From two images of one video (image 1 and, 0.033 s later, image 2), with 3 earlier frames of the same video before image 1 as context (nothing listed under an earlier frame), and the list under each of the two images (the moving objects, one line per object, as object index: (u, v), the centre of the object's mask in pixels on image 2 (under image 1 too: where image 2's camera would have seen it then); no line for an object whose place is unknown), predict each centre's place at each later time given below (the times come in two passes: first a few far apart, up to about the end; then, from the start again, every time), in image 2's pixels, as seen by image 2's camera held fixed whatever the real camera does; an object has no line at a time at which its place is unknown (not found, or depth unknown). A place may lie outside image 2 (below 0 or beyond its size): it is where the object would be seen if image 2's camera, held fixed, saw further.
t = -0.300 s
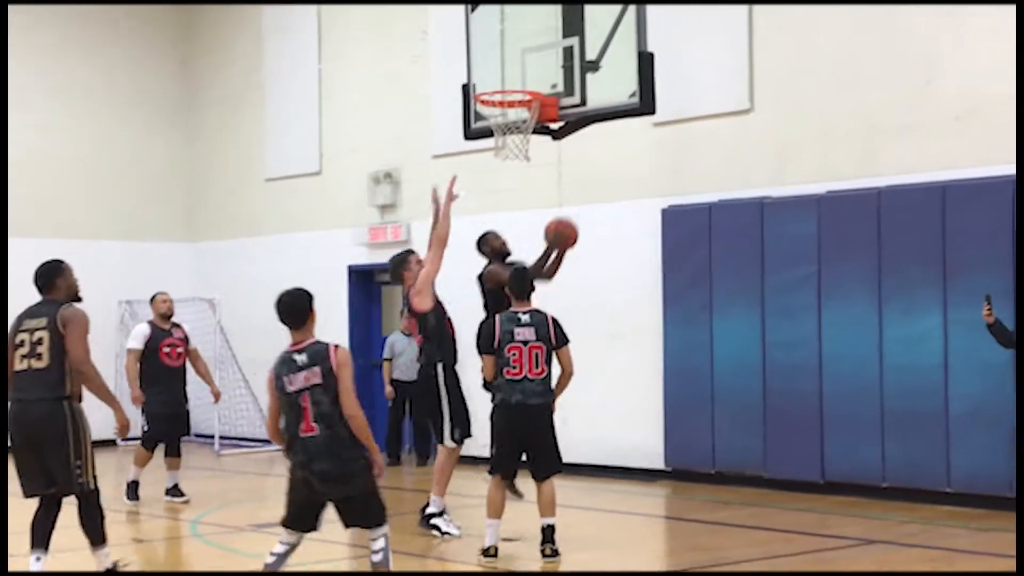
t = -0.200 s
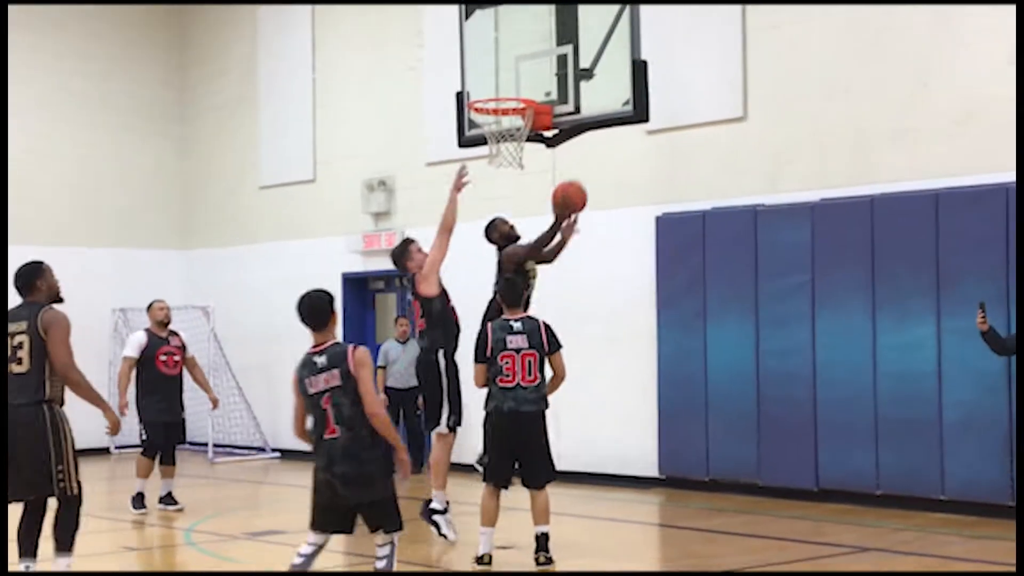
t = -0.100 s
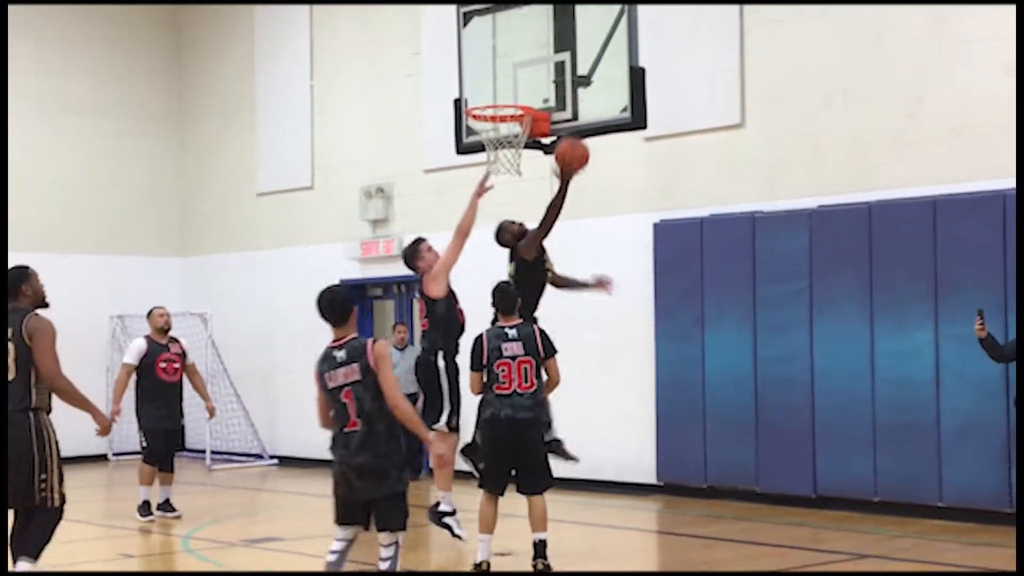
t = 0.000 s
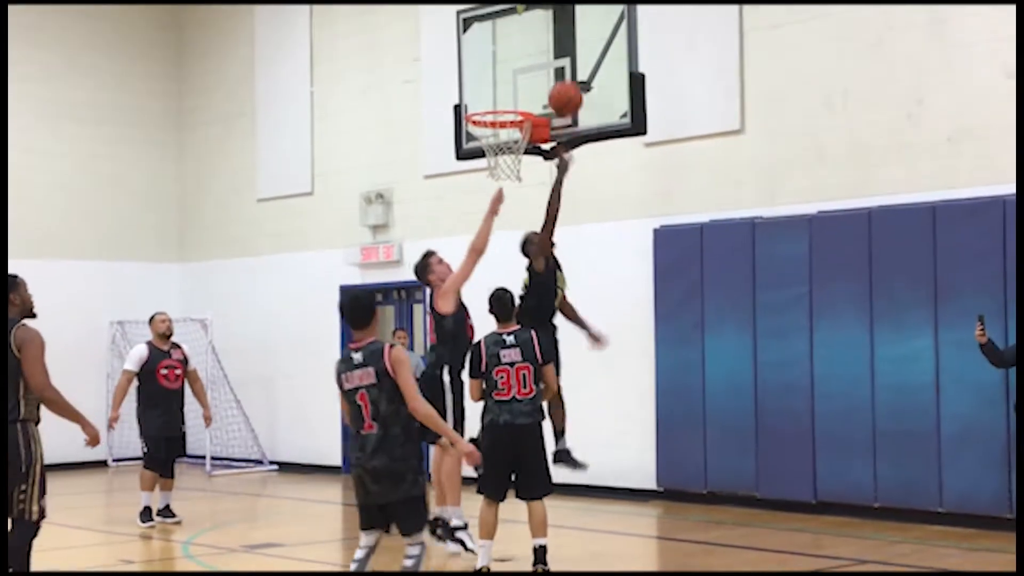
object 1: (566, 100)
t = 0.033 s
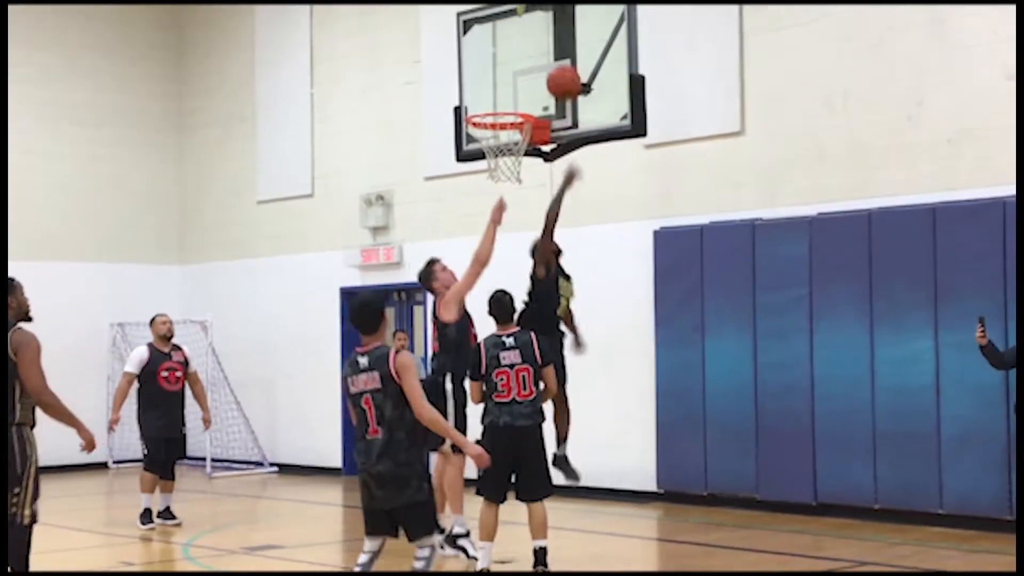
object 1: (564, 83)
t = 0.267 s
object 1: (520, 57)
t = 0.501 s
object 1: (477, 103)
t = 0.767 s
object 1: (507, 94)
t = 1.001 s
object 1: (494, 103)
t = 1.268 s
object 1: (506, 144)
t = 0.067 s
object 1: (559, 72)
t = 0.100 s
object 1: (552, 65)
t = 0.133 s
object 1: (545, 60)
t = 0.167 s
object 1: (539, 57)
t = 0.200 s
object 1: (532, 55)
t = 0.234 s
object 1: (526, 55)
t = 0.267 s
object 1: (520, 57)
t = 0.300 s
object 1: (513, 59)
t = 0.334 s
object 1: (507, 64)
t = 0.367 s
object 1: (501, 70)
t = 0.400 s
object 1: (494, 77)
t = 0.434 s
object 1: (488, 86)
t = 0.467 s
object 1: (482, 96)
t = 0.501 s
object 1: (477, 103)
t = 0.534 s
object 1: (486, 103)
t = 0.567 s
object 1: (494, 103)
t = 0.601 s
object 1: (502, 103)
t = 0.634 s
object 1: (511, 101)
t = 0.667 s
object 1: (516, 102)
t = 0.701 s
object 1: (513, 99)
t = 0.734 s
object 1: (510, 96)
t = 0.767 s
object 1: (507, 94)
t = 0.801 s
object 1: (505, 94)
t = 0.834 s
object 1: (502, 94)
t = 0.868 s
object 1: (499, 97)
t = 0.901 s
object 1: (496, 100)
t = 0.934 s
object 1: (494, 102)
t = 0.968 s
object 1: (493, 104)
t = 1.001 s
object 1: (494, 103)
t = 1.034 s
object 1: (495, 103)
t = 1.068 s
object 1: (497, 103)
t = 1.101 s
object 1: (498, 105)
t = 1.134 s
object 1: (500, 116)
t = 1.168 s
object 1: (500, 123)
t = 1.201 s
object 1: (502, 129)
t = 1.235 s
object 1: (504, 134)
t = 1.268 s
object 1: (506, 144)
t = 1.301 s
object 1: (507, 154)
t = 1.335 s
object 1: (508, 161)
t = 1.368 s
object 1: (509, 172)
